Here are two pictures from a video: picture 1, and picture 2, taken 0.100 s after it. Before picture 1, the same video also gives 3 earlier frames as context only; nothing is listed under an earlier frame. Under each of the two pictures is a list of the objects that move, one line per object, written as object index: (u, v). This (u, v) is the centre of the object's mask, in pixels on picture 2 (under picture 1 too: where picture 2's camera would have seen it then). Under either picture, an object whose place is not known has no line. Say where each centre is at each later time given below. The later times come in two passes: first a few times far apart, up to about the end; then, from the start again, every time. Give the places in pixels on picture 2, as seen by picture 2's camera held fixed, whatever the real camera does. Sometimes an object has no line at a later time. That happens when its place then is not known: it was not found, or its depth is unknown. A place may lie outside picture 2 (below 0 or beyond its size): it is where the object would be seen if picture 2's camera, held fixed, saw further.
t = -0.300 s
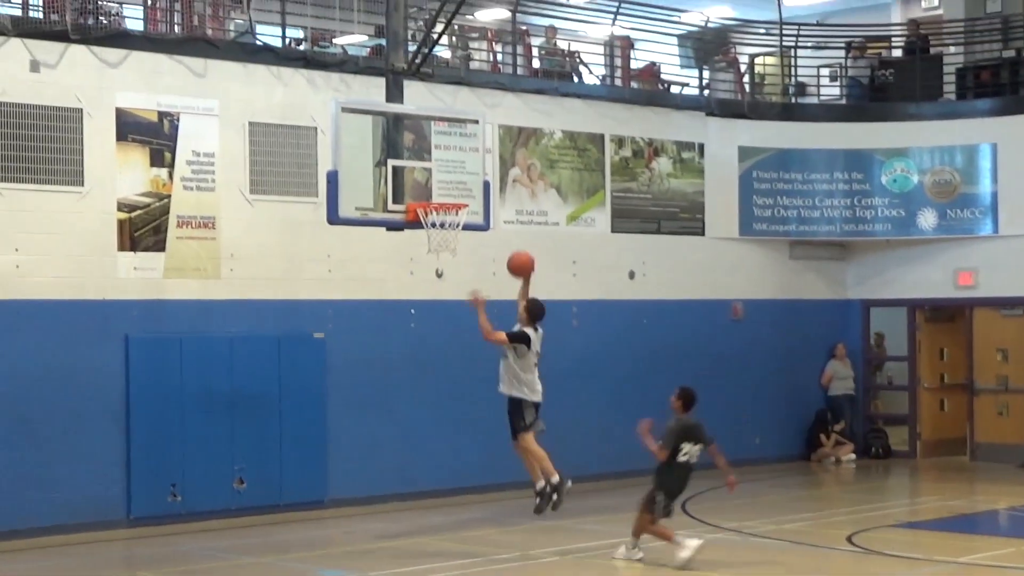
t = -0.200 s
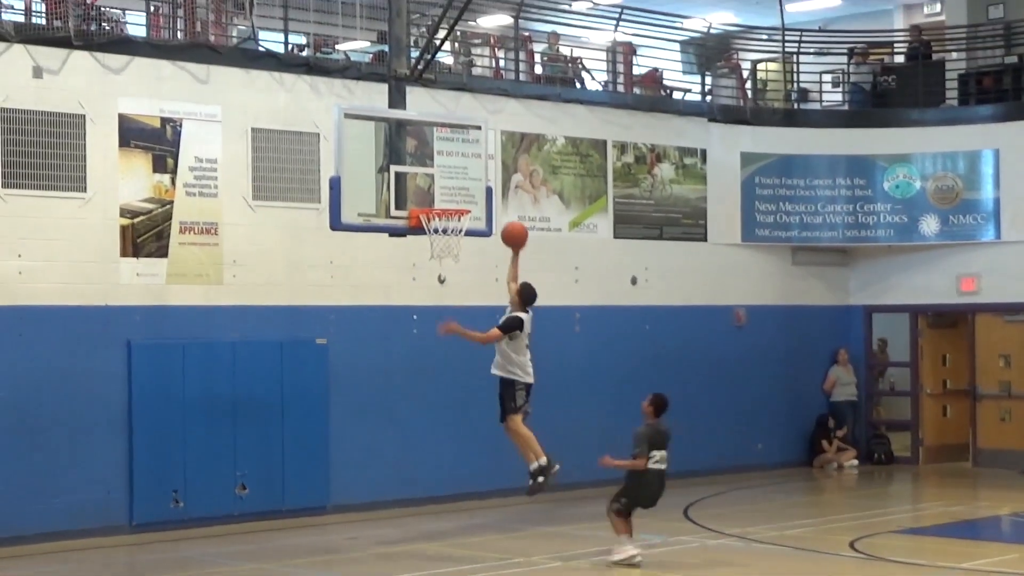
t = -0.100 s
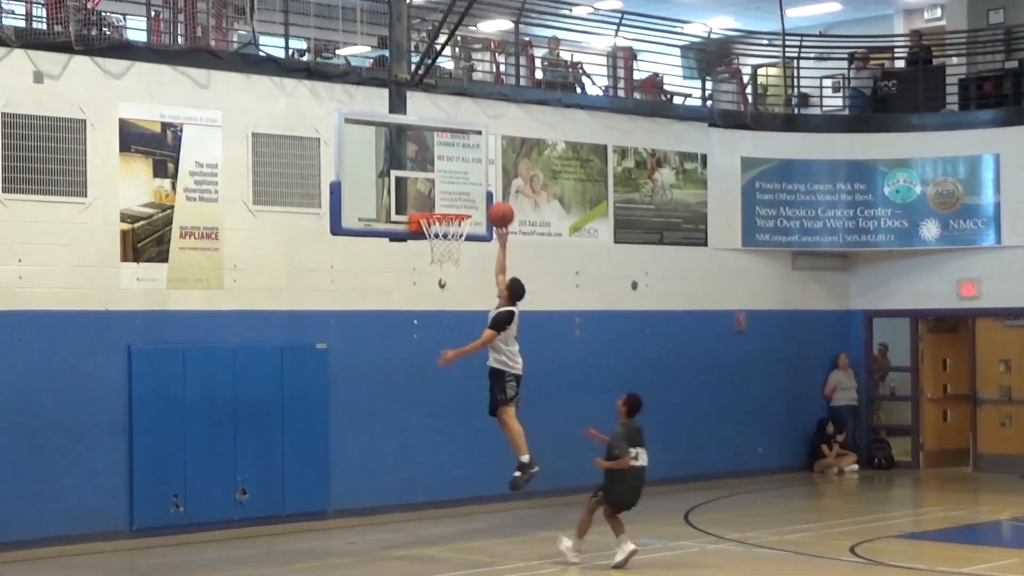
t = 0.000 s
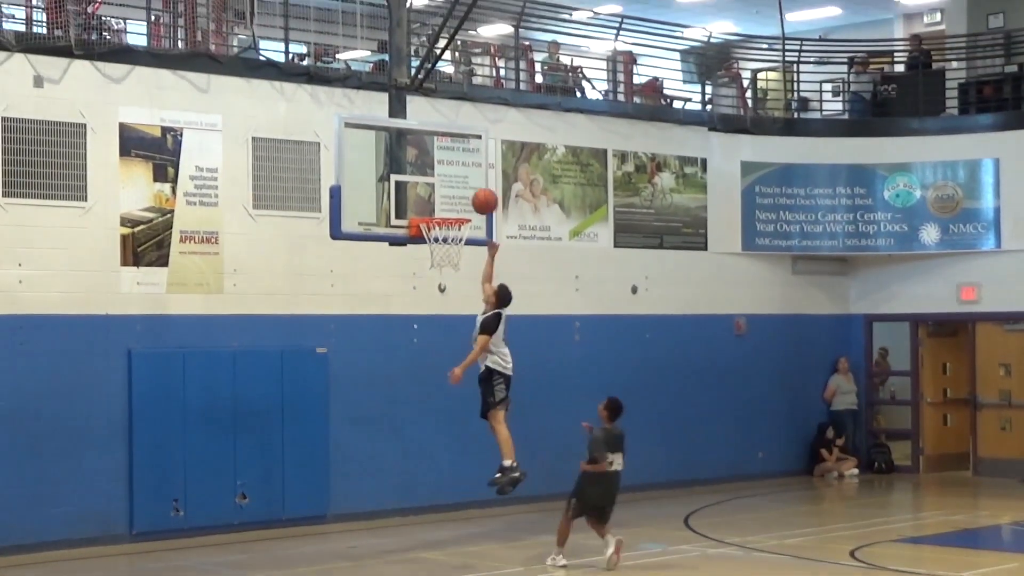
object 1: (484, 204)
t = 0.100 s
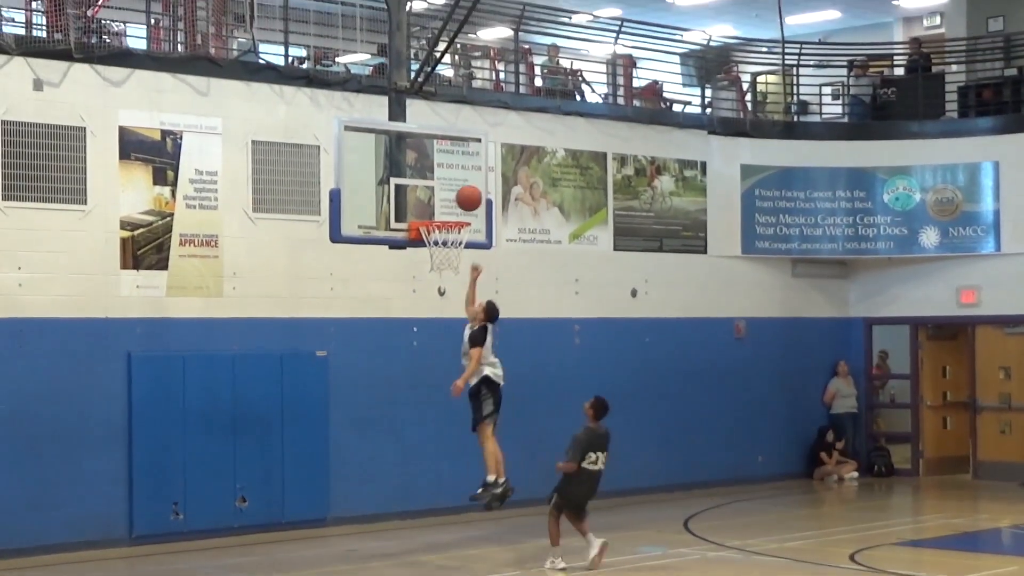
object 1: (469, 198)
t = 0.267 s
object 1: (443, 210)
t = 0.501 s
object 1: (437, 191)
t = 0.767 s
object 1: (437, 204)
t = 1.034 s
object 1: (451, 235)
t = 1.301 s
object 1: (454, 295)
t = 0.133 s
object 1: (464, 198)
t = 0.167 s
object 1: (458, 200)
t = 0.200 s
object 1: (453, 202)
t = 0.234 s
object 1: (448, 206)
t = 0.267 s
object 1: (443, 210)
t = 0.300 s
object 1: (440, 211)
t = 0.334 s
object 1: (439, 207)
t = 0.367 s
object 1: (439, 202)
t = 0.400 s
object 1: (438, 197)
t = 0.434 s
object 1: (438, 194)
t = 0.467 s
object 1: (437, 192)
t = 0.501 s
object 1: (437, 191)
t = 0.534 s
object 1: (436, 192)
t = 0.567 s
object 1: (435, 194)
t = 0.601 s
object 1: (435, 196)
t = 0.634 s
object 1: (435, 201)
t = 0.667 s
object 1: (434, 206)
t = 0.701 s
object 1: (434, 209)
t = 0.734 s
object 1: (436, 206)
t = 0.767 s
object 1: (437, 204)
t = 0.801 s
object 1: (439, 204)
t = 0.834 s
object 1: (441, 204)
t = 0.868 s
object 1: (442, 205)
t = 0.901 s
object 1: (444, 208)
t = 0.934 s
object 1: (445, 211)
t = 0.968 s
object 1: (447, 214)
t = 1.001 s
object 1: (449, 224)
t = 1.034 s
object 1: (451, 235)
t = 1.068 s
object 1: (452, 239)
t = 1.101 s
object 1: (454, 249)
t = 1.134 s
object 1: (455, 255)
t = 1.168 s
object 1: (455, 262)
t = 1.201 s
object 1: (455, 268)
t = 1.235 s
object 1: (454, 277)
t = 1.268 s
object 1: (455, 285)
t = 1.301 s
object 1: (454, 295)
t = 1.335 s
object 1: (454, 306)
